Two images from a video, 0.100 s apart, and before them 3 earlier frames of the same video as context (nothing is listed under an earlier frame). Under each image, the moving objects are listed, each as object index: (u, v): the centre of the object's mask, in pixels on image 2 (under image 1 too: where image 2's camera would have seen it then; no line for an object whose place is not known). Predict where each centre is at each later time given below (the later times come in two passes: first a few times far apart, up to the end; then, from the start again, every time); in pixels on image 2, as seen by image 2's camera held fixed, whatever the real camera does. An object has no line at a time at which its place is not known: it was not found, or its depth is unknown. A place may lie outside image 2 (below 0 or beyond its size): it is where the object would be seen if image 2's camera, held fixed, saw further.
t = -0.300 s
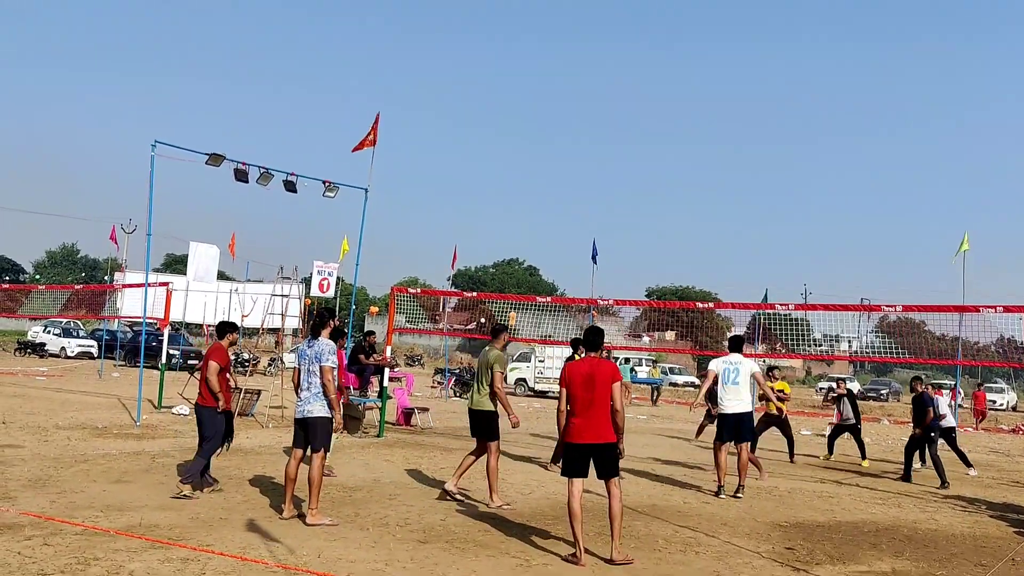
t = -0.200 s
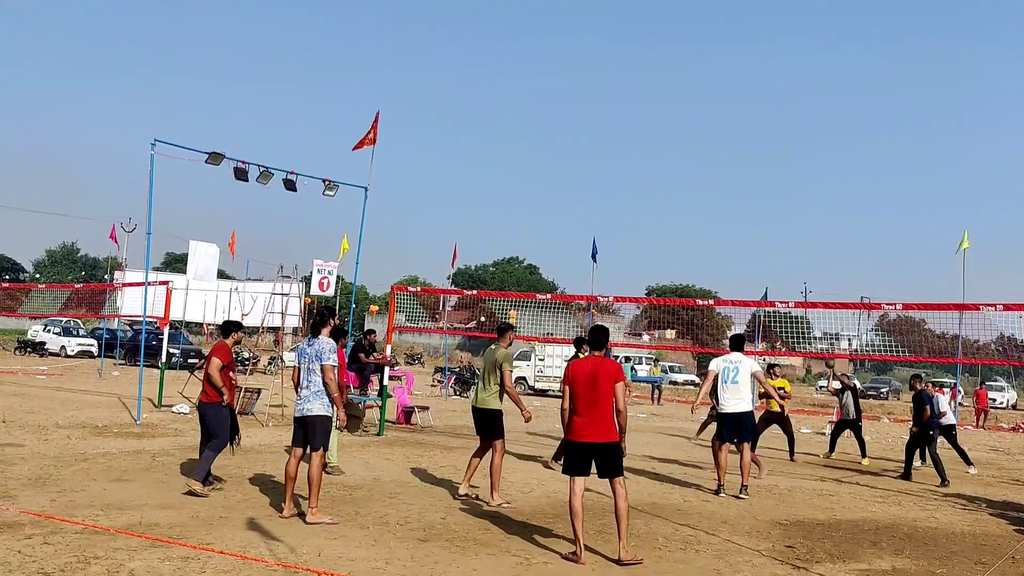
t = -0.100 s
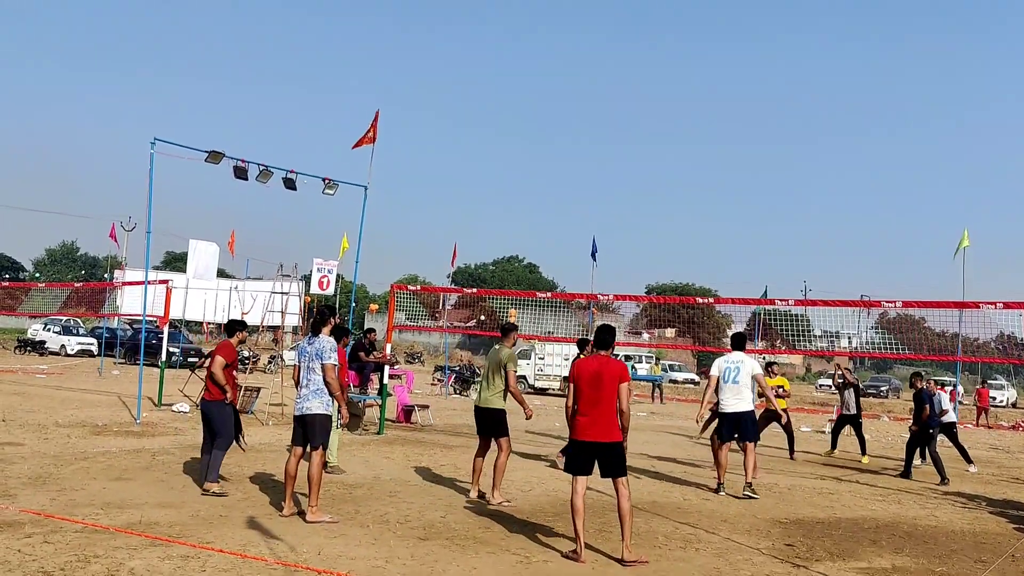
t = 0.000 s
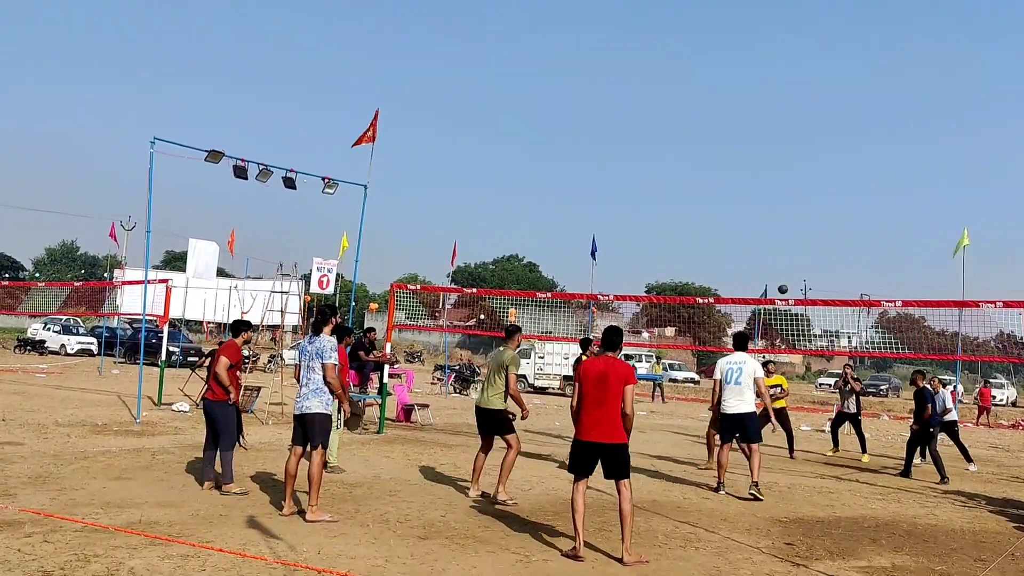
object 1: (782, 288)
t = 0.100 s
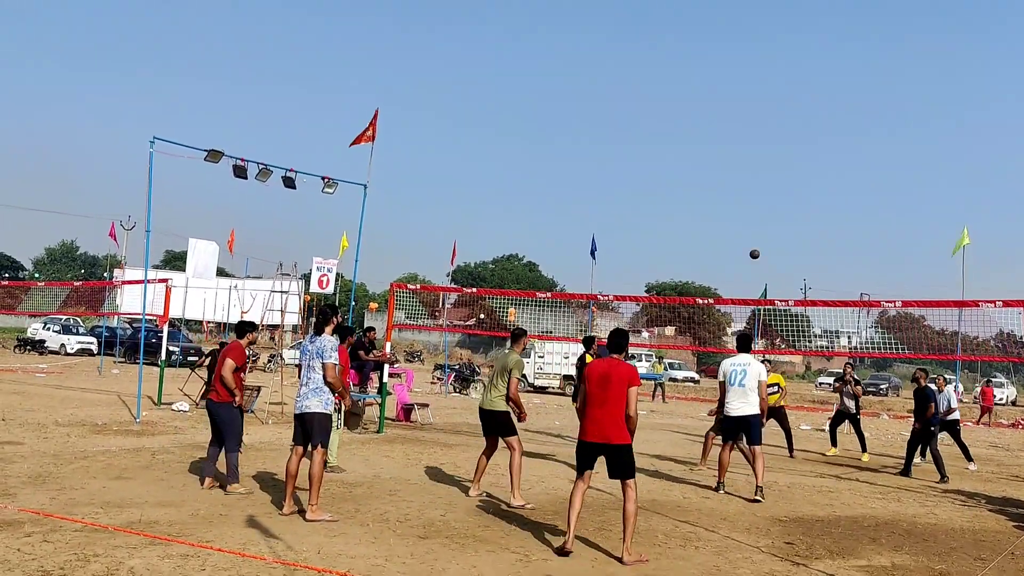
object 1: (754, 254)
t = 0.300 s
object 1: (695, 200)
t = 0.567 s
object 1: (606, 158)
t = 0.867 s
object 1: (490, 162)
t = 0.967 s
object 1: (447, 177)
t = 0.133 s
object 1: (745, 244)
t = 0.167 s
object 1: (735, 234)
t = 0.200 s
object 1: (725, 225)
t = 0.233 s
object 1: (716, 216)
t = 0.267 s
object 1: (705, 208)
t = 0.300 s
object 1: (695, 200)
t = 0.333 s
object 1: (685, 193)
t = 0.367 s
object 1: (673, 186)
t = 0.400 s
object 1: (663, 180)
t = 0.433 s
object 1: (652, 174)
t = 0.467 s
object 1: (641, 169)
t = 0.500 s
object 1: (629, 165)
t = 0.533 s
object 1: (618, 162)
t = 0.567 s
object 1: (606, 158)
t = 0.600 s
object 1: (594, 156)
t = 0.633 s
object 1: (582, 154)
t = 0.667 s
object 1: (569, 153)
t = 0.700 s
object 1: (557, 153)
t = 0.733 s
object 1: (544, 153)
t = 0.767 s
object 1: (531, 154)
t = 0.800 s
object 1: (517, 156)
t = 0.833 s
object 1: (504, 159)
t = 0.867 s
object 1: (490, 162)
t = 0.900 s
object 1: (476, 166)
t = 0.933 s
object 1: (462, 171)
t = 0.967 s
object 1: (447, 177)
